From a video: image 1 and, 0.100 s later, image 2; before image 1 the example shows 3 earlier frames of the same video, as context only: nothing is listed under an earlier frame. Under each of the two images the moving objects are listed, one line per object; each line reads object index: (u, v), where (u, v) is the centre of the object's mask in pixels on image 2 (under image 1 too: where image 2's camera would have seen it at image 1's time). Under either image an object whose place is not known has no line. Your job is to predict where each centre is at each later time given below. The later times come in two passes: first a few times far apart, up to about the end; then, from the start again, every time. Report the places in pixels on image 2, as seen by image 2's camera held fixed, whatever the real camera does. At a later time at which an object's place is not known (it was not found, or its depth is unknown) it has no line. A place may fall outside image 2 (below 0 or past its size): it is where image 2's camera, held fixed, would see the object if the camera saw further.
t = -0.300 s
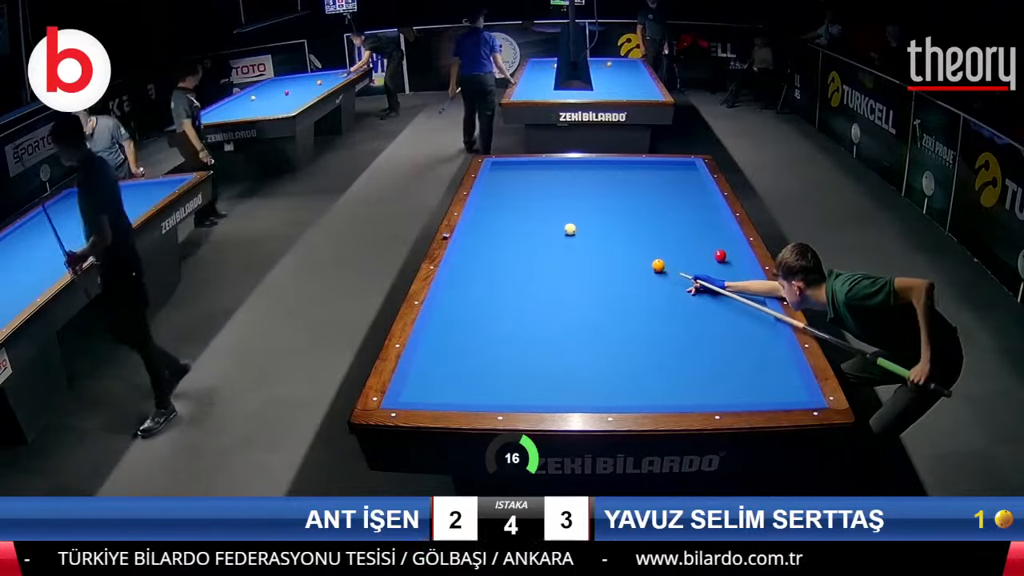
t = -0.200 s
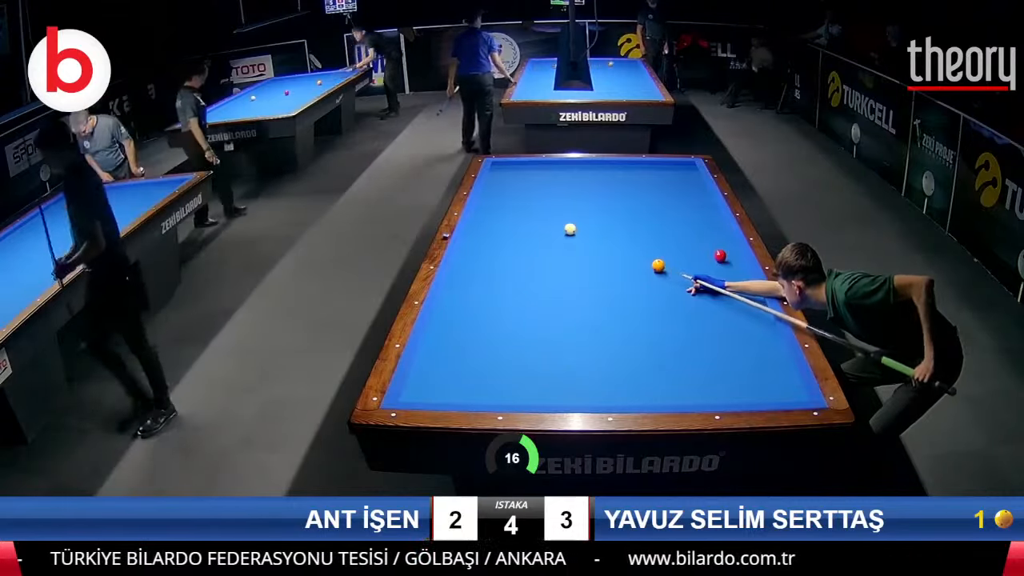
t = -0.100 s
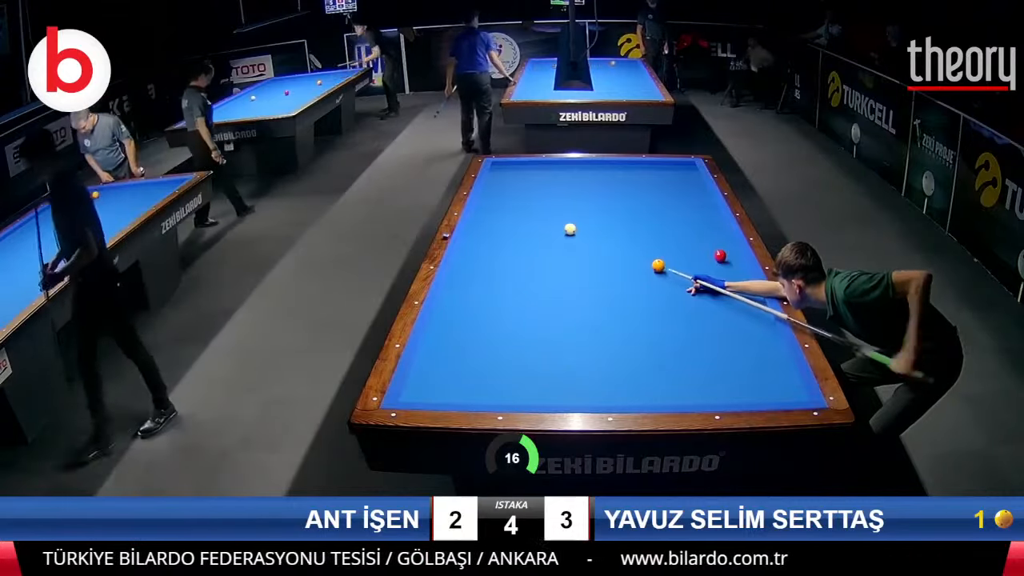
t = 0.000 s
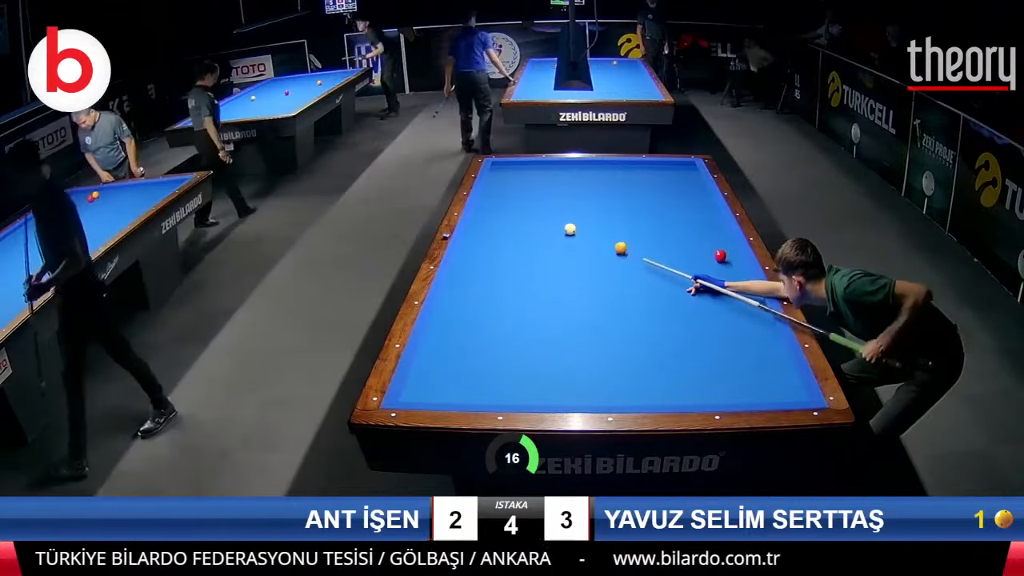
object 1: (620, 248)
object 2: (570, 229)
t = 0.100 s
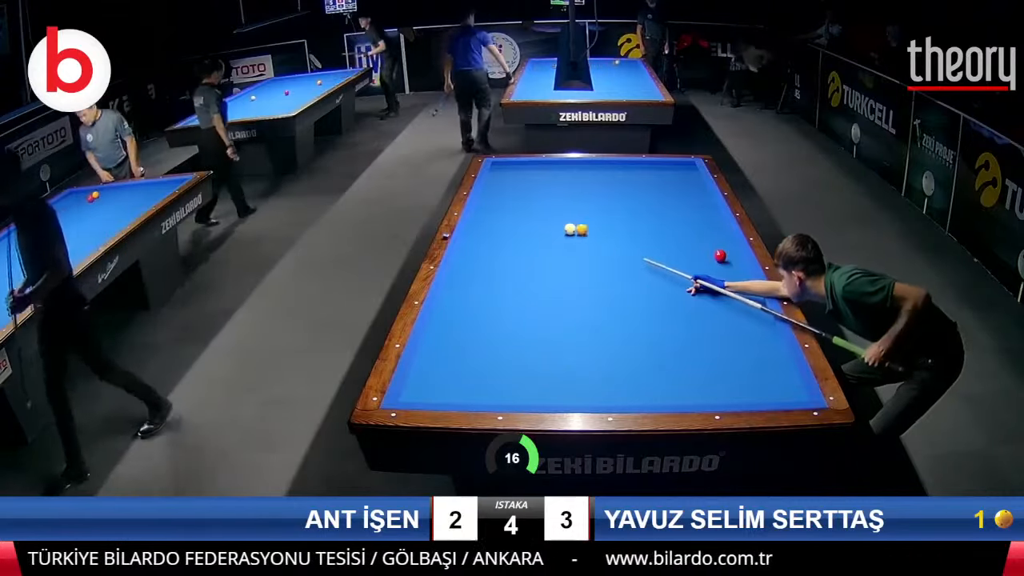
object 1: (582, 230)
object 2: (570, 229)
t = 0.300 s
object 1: (580, 204)
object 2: (501, 226)
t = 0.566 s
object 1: (567, 176)
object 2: (505, 223)
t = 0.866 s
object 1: (545, 171)
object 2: (554, 220)
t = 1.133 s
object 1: (515, 186)
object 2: (595, 217)
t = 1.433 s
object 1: (480, 204)
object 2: (639, 214)
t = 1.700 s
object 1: (492, 218)
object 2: (676, 212)
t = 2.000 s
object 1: (505, 237)
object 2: (715, 210)
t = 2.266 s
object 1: (519, 255)
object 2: (693, 209)
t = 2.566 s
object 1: (536, 278)
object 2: (672, 207)
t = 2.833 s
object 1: (553, 301)
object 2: (653, 206)
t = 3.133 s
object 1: (574, 330)
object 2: (633, 206)
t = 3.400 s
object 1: (596, 361)
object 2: (615, 205)
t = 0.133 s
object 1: (582, 225)
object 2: (557, 229)
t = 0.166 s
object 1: (582, 220)
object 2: (545, 228)
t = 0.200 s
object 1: (582, 216)
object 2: (533, 228)
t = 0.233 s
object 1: (581, 212)
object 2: (522, 228)
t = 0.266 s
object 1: (581, 207)
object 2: (511, 227)
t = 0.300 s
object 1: (580, 204)
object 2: (501, 226)
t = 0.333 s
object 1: (578, 200)
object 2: (491, 226)
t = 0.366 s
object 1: (577, 196)
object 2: (481, 226)
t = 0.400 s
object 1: (575, 193)
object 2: (472, 226)
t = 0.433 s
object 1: (573, 189)
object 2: (478, 225)
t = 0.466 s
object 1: (571, 186)
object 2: (485, 225)
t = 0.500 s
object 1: (570, 183)
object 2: (493, 224)
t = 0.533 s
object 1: (569, 179)
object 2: (499, 224)
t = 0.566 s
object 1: (567, 176)
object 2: (505, 223)
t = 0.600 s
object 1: (566, 173)
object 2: (512, 223)
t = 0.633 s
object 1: (564, 171)
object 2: (518, 222)
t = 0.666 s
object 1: (563, 168)
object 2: (523, 222)
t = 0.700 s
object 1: (561, 165)
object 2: (528, 222)
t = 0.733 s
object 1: (560, 162)
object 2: (533, 221)
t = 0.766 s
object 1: (556, 164)
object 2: (539, 221)
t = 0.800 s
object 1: (553, 166)
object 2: (544, 221)
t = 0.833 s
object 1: (549, 168)
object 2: (549, 220)
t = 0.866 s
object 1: (545, 171)
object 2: (554, 220)
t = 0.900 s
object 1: (542, 173)
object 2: (559, 220)
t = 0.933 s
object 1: (538, 174)
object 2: (565, 219)
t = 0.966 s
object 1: (534, 177)
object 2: (570, 219)
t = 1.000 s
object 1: (531, 179)
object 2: (575, 219)
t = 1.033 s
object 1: (527, 181)
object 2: (580, 218)
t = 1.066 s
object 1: (523, 183)
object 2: (585, 218)
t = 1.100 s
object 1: (519, 185)
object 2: (590, 218)
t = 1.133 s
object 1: (515, 186)
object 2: (595, 217)
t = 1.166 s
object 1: (512, 188)
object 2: (600, 217)
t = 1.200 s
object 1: (508, 190)
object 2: (605, 217)
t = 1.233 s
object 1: (504, 192)
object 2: (610, 216)
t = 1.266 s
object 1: (500, 194)
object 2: (615, 216)
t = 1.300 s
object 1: (496, 196)
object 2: (620, 216)
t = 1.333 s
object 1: (492, 198)
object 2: (625, 215)
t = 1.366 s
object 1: (488, 200)
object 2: (630, 215)
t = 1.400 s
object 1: (483, 202)
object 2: (634, 215)
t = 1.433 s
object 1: (480, 204)
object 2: (639, 214)
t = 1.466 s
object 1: (482, 206)
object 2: (643, 214)
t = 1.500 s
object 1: (484, 207)
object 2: (648, 214)
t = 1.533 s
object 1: (486, 209)
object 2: (653, 213)
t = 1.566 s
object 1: (487, 211)
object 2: (658, 213)
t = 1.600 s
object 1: (488, 213)
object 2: (662, 213)
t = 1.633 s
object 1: (490, 215)
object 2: (667, 213)
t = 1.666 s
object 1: (491, 217)
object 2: (671, 212)
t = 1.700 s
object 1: (492, 218)
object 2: (676, 212)
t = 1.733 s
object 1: (494, 220)
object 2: (680, 212)
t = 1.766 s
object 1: (496, 223)
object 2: (685, 212)
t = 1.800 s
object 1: (497, 225)
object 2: (689, 211)
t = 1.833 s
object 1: (498, 227)
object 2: (693, 211)
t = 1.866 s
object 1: (500, 229)
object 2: (698, 211)
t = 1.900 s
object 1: (501, 230)
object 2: (702, 211)
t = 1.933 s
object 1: (503, 232)
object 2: (706, 210)
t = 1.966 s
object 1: (504, 234)
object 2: (710, 210)
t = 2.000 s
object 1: (505, 237)
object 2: (715, 210)
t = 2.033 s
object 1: (507, 239)
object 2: (713, 210)
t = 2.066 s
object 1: (509, 241)
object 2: (709, 210)
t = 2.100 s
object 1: (511, 243)
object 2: (706, 209)
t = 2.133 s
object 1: (512, 246)
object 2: (703, 209)
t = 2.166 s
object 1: (514, 248)
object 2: (701, 209)
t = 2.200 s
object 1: (516, 250)
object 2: (698, 209)
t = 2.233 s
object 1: (517, 253)
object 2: (696, 209)
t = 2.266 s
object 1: (519, 255)
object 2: (693, 209)
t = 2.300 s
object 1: (521, 257)
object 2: (691, 209)
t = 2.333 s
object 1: (523, 260)
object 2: (689, 208)
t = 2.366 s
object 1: (524, 262)
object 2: (686, 208)
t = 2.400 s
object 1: (526, 265)
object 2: (684, 208)
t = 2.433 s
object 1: (528, 267)
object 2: (682, 208)
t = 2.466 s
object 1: (530, 270)
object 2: (679, 208)
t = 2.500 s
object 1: (532, 272)
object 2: (677, 208)
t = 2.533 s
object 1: (534, 275)
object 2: (674, 208)
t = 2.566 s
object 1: (536, 278)
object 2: (672, 207)
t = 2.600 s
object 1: (538, 281)
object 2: (670, 207)
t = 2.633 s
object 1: (540, 284)
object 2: (668, 207)
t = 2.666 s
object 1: (542, 286)
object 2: (665, 207)
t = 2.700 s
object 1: (544, 289)
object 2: (663, 207)
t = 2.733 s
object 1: (546, 292)
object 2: (660, 207)
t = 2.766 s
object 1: (548, 295)
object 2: (658, 207)
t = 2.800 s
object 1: (550, 298)
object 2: (656, 207)
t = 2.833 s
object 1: (553, 301)
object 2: (653, 206)
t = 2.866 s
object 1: (555, 304)
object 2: (651, 206)
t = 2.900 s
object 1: (557, 307)
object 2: (649, 206)
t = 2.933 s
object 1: (560, 311)
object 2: (647, 206)
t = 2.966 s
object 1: (562, 314)
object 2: (644, 206)
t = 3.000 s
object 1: (564, 317)
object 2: (642, 206)
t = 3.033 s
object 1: (567, 321)
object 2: (640, 206)
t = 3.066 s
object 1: (569, 324)
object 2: (637, 206)
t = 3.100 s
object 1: (572, 327)
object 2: (635, 206)
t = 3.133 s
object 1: (574, 330)
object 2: (633, 206)
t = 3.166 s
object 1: (577, 334)
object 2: (631, 206)
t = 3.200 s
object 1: (579, 338)
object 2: (629, 206)
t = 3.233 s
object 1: (582, 341)
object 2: (626, 205)
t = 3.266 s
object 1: (584, 345)
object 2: (624, 205)
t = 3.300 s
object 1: (587, 349)
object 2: (622, 205)
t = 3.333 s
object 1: (590, 353)
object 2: (620, 205)
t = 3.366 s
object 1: (593, 357)
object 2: (617, 205)
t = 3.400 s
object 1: (596, 361)
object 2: (615, 205)
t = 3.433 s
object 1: (598, 364)
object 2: (613, 205)
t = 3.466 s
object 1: (601, 368)
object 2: (611, 205)
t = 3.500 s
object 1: (604, 373)
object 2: (608, 205)
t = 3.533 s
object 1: (607, 376)
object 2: (606, 205)
